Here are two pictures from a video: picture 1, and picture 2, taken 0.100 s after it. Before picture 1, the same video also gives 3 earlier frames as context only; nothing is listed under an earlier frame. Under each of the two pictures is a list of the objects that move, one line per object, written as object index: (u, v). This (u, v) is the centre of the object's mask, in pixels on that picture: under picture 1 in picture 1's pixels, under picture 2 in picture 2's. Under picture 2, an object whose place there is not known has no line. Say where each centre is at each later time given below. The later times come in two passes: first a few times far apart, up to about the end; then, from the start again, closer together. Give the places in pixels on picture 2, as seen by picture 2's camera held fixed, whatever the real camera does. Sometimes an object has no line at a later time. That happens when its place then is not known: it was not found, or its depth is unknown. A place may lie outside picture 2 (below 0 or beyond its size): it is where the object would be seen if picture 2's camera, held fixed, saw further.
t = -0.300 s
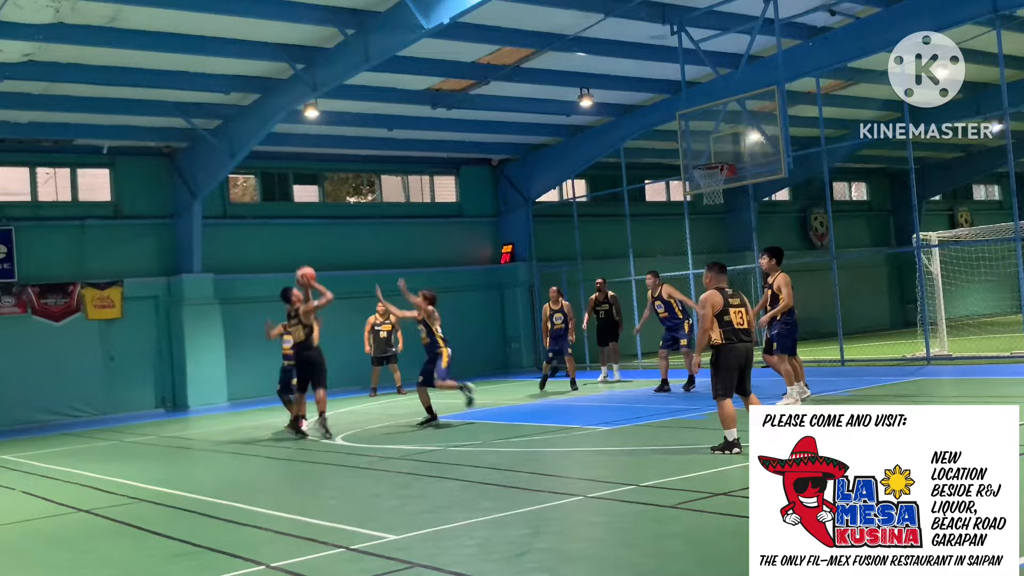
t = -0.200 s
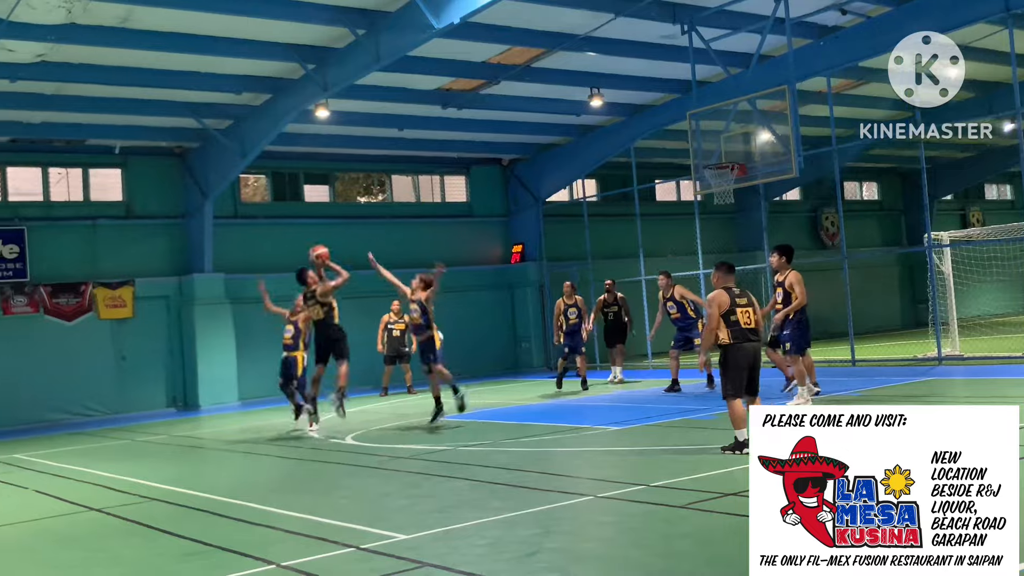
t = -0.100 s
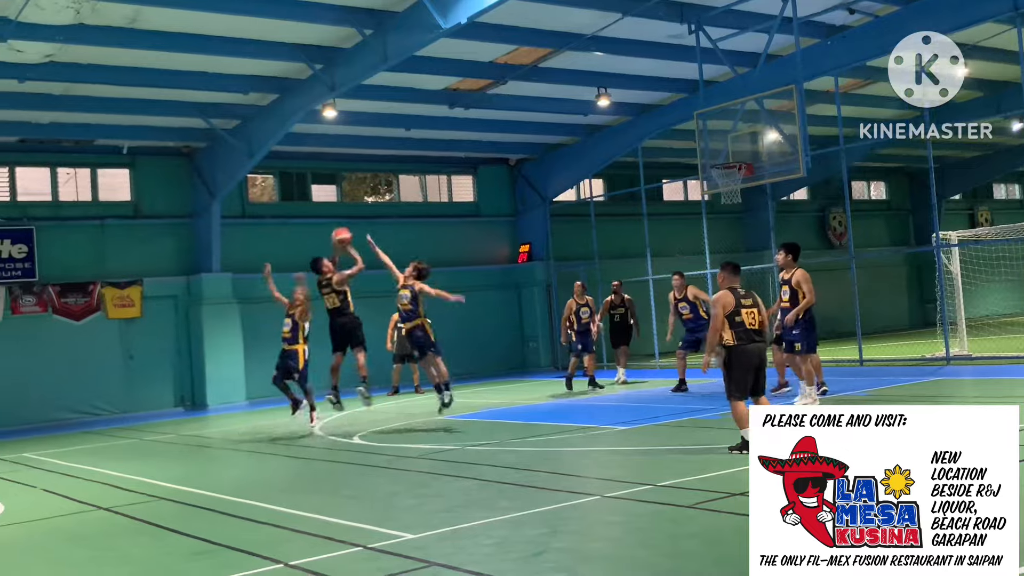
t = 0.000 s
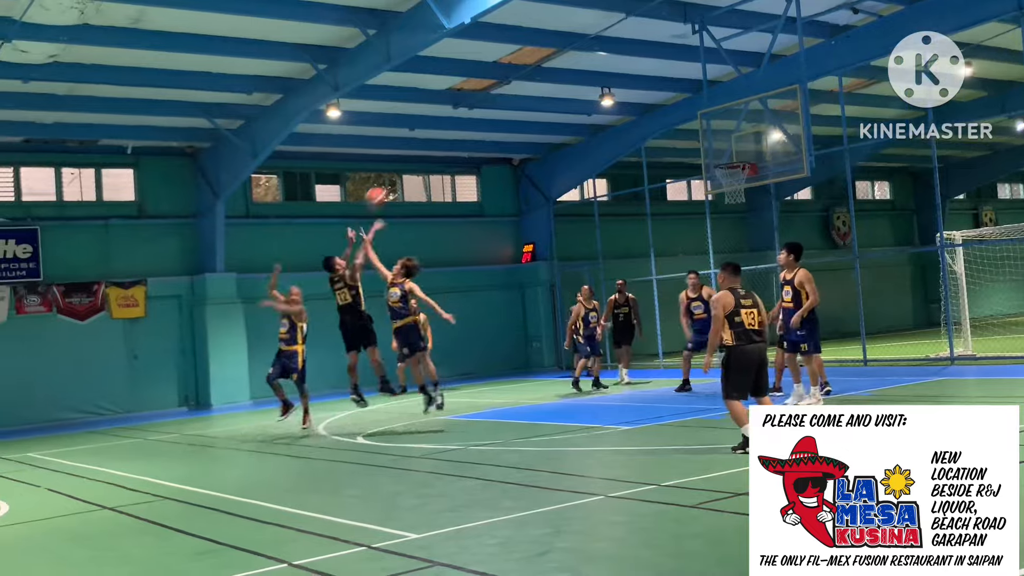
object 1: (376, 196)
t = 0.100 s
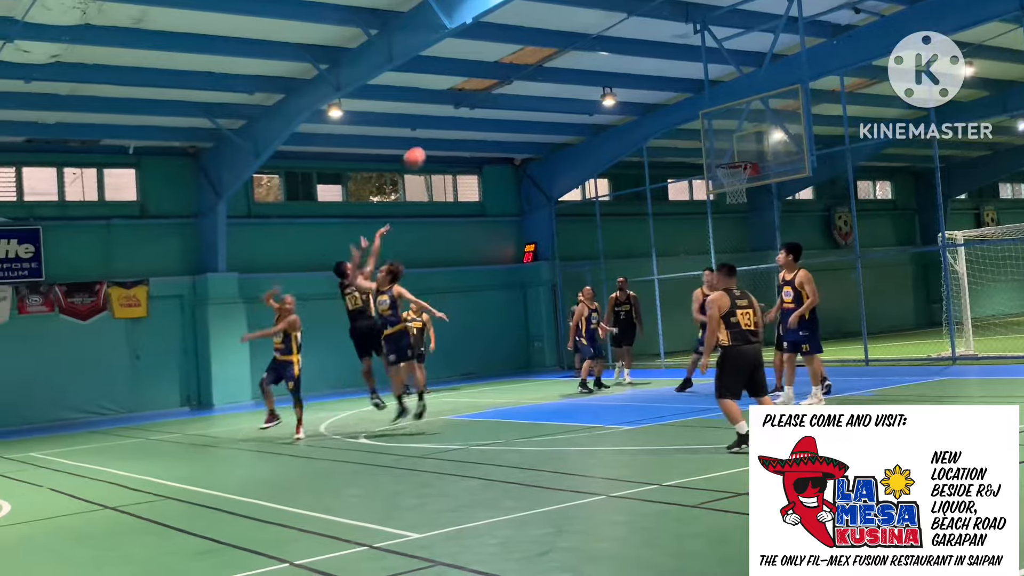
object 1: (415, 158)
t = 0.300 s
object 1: (486, 107)
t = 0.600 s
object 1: (587, 93)
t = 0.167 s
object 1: (439, 137)
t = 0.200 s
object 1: (451, 127)
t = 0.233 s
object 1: (463, 120)
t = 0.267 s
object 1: (475, 113)
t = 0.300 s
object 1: (486, 107)
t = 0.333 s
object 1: (497, 101)
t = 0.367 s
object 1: (508, 98)
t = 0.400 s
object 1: (519, 94)
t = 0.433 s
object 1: (531, 93)
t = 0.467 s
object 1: (544, 91)
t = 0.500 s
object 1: (555, 91)
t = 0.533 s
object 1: (566, 91)
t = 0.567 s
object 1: (577, 92)
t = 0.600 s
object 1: (587, 93)
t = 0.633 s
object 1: (598, 95)
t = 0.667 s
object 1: (609, 98)
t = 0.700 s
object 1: (622, 102)
